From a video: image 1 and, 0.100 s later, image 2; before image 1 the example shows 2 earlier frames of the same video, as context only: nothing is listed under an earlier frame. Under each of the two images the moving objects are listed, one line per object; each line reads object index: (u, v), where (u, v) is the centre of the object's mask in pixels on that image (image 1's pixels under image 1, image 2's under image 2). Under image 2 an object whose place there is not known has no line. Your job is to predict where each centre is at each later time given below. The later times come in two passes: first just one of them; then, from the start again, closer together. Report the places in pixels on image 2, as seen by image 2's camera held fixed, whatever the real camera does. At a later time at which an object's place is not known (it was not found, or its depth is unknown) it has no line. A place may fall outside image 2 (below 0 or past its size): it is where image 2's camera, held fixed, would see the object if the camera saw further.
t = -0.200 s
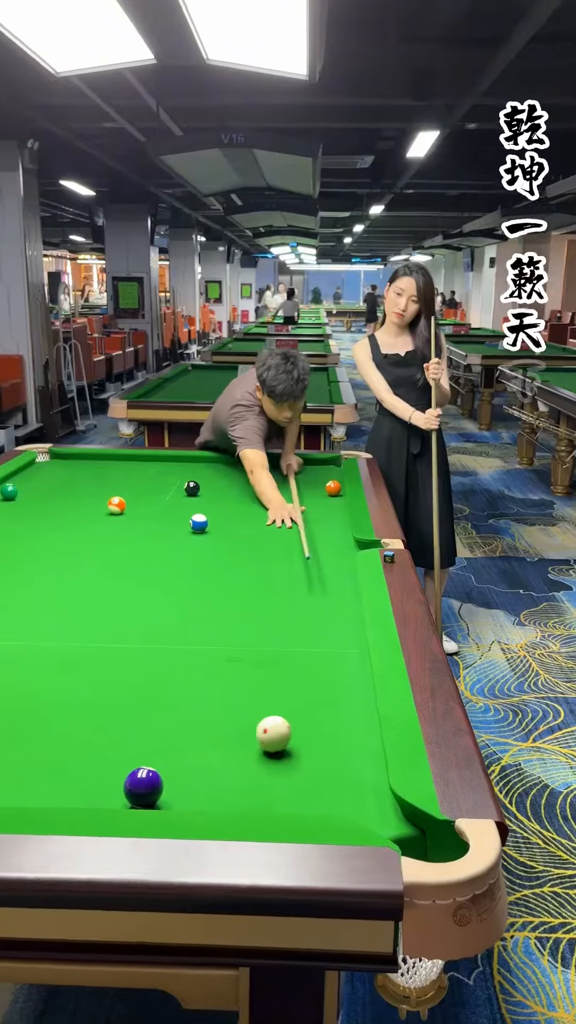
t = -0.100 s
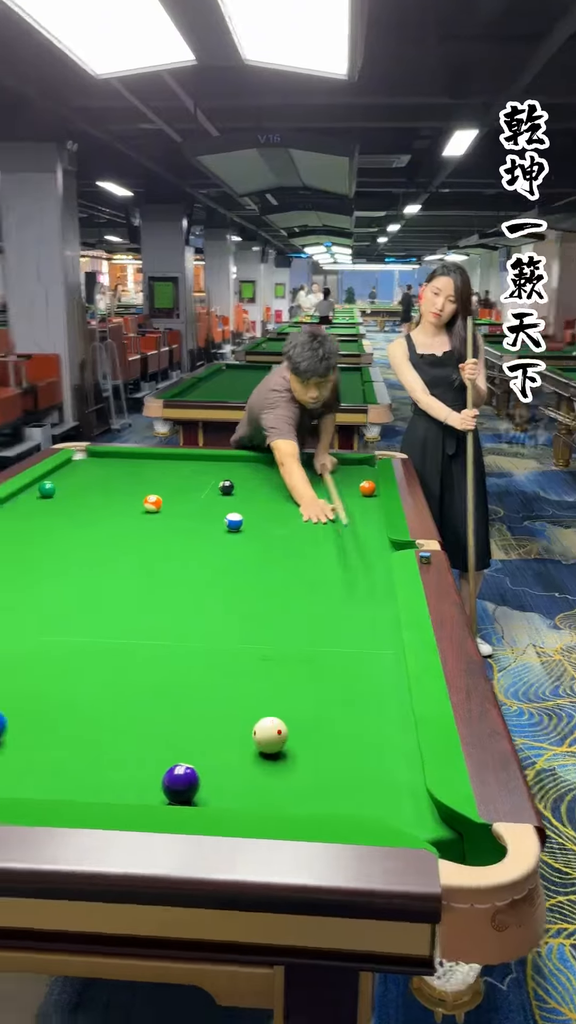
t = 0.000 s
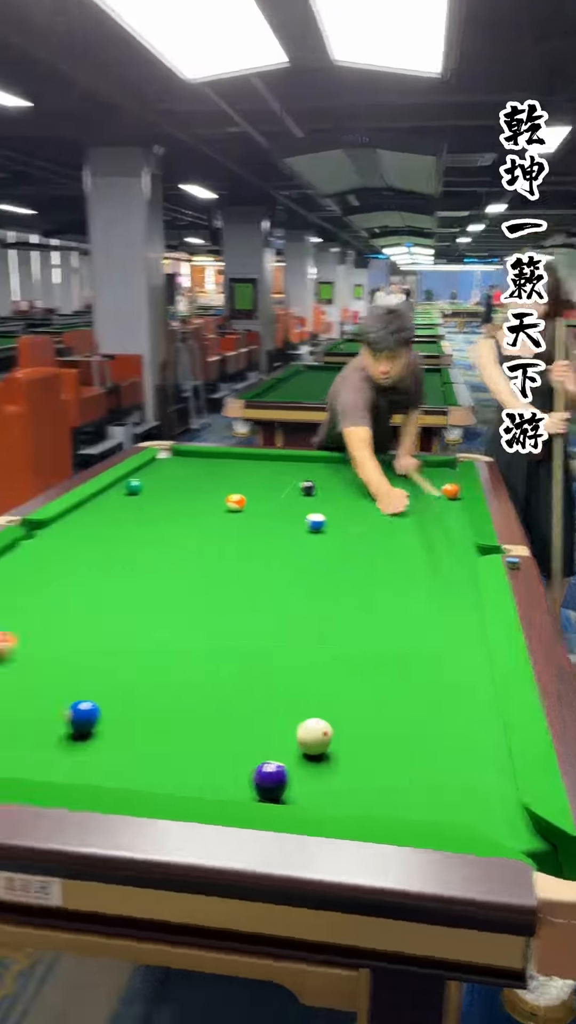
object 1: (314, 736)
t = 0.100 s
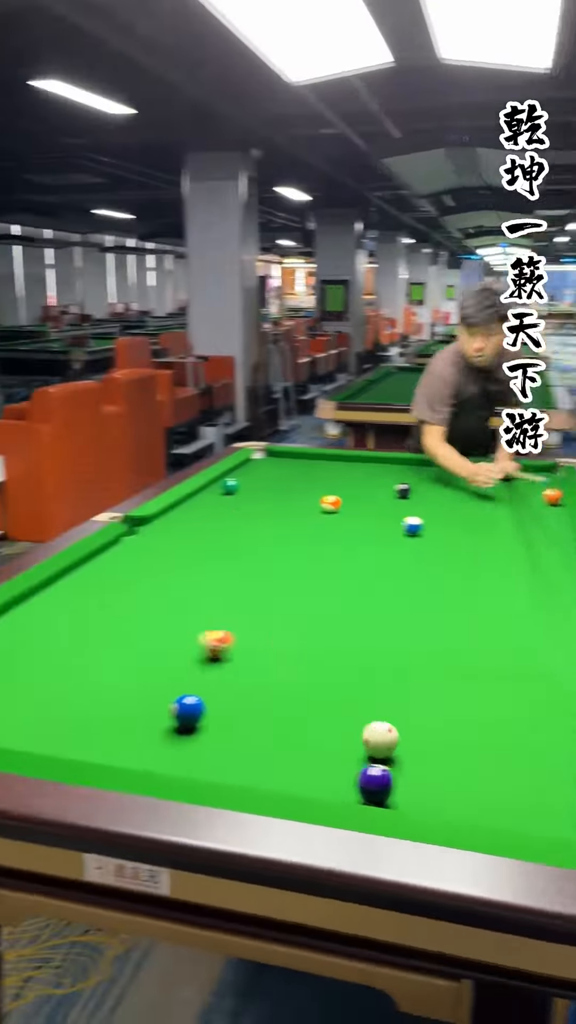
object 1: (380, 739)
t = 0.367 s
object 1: (280, 734)
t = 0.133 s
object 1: (366, 739)
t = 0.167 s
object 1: (357, 739)
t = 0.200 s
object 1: (343, 739)
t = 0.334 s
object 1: (293, 735)
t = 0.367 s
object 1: (280, 734)
